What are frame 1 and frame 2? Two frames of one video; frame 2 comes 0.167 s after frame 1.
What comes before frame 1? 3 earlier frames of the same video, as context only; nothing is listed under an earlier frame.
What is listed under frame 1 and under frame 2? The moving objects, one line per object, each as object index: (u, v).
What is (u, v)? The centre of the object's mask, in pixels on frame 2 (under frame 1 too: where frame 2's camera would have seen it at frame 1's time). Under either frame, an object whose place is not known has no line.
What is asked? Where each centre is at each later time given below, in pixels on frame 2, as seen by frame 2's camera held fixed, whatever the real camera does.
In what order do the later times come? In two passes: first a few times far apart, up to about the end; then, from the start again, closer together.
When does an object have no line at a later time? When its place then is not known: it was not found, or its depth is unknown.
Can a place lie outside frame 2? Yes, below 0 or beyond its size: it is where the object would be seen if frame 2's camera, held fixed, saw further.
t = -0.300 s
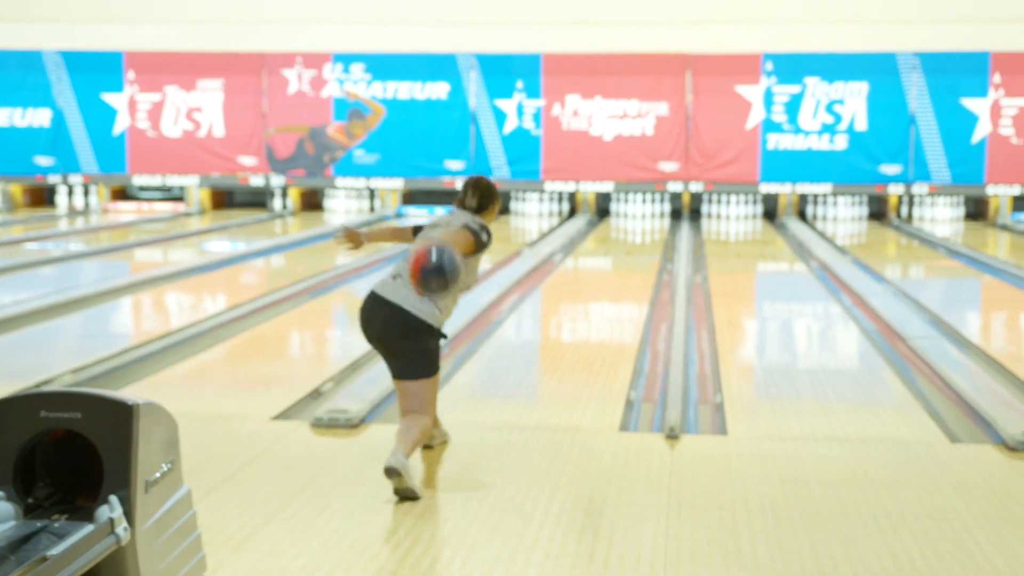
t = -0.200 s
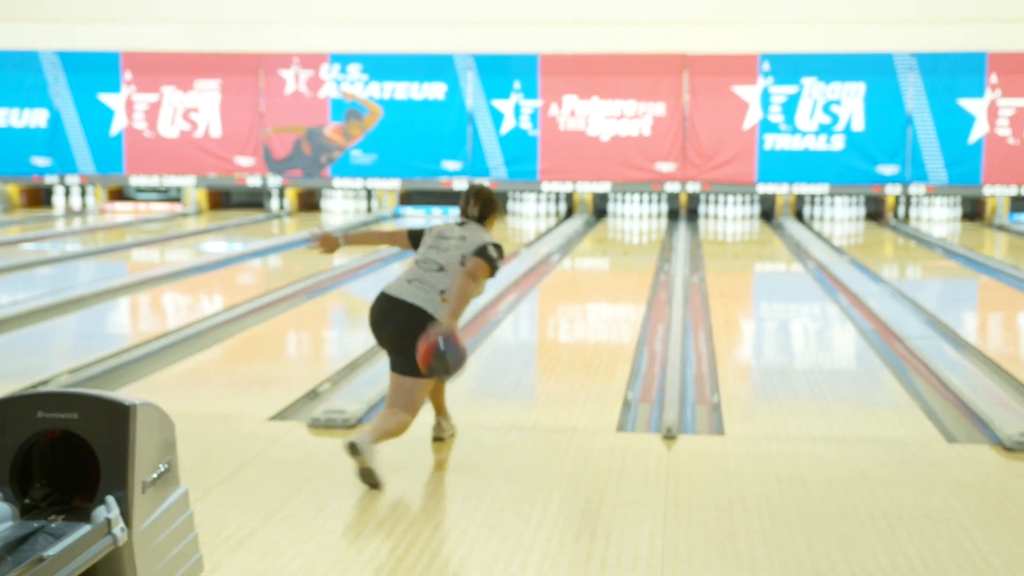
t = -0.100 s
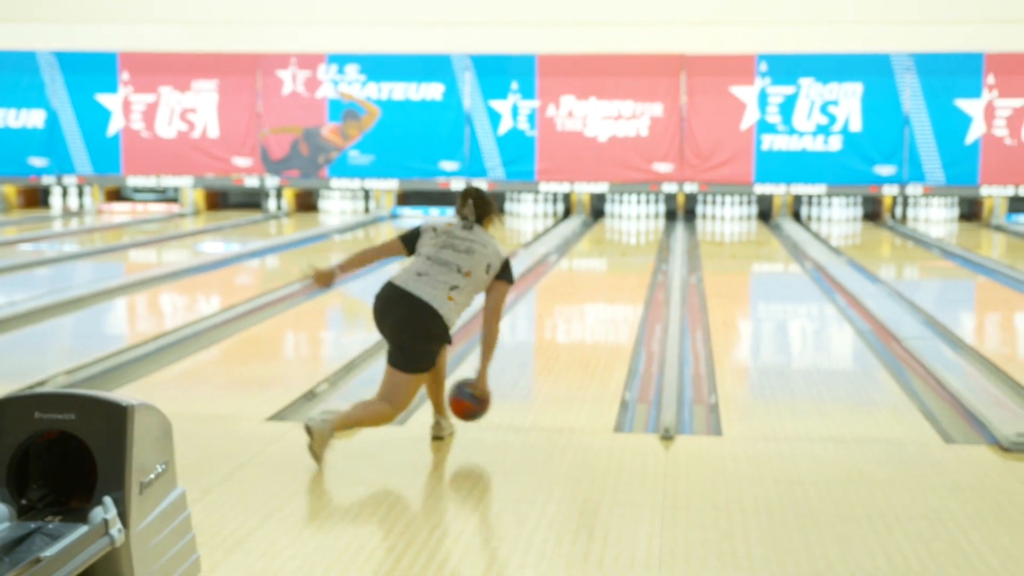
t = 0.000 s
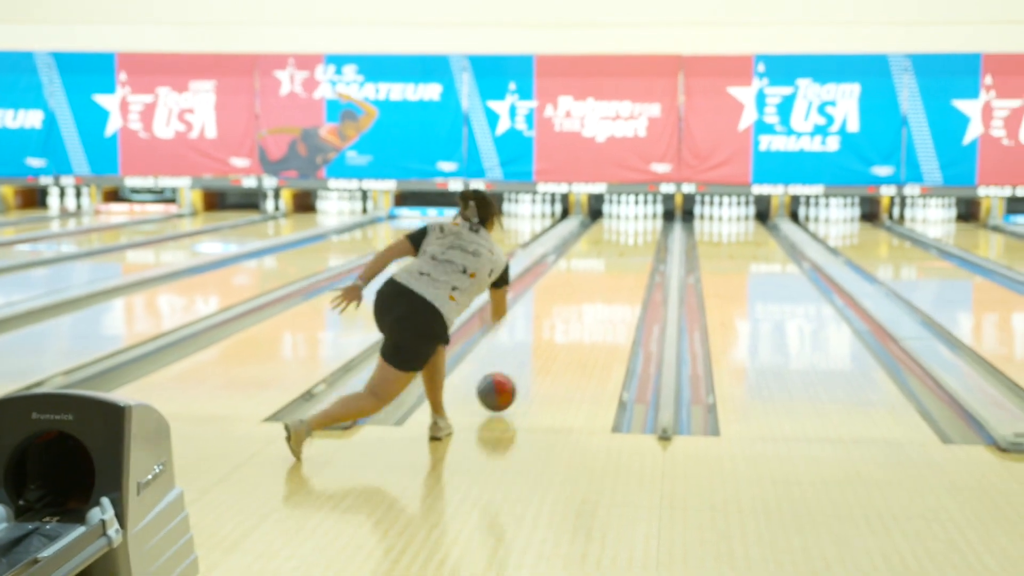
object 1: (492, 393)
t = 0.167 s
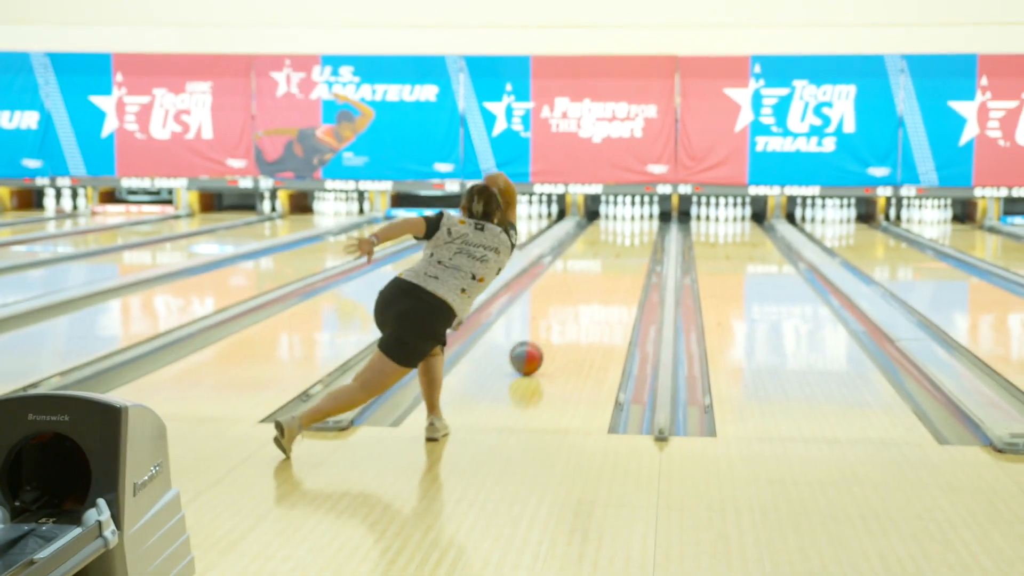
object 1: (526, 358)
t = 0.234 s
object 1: (537, 346)
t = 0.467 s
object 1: (566, 311)
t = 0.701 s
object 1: (587, 287)
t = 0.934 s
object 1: (602, 270)
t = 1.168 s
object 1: (614, 256)
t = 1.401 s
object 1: (622, 245)
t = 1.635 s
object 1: (629, 236)
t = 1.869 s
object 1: (633, 228)
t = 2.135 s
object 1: (634, 220)
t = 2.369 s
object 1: (631, 215)
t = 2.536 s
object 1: (628, 212)
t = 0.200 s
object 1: (532, 352)
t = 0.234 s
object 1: (537, 346)
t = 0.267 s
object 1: (542, 340)
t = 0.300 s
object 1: (546, 334)
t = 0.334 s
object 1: (551, 329)
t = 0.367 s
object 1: (555, 325)
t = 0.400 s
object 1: (559, 320)
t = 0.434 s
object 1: (563, 315)
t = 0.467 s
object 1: (566, 311)
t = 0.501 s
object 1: (569, 307)
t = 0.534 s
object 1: (573, 304)
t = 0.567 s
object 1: (576, 300)
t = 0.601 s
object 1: (579, 296)
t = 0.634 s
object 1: (582, 293)
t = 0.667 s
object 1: (584, 290)
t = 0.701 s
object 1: (587, 287)
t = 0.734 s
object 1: (589, 284)
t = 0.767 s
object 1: (592, 281)
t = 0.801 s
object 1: (594, 279)
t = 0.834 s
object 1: (596, 276)
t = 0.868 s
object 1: (598, 274)
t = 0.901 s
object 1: (600, 272)
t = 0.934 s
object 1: (602, 270)
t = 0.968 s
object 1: (604, 267)
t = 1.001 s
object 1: (605, 265)
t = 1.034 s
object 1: (608, 263)
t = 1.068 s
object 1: (609, 261)
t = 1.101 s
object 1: (611, 260)
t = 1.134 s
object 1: (612, 258)
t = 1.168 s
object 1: (614, 256)
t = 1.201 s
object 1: (615, 254)
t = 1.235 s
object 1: (616, 253)
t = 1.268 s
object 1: (618, 251)
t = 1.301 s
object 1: (619, 250)
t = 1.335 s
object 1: (620, 248)
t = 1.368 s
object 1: (621, 246)
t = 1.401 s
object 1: (622, 245)
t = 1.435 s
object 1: (624, 244)
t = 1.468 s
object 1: (624, 242)
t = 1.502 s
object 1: (625, 241)
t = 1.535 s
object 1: (626, 240)
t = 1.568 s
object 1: (627, 238)
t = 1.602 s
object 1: (628, 238)
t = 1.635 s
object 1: (629, 236)
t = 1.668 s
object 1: (629, 235)
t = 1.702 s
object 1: (630, 234)
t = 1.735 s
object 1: (631, 232)
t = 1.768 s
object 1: (631, 231)
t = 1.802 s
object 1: (632, 230)
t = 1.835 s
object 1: (632, 229)
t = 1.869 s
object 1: (633, 228)
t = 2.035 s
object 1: (634, 223)
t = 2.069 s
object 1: (634, 222)
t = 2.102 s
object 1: (634, 221)
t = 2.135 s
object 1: (634, 220)
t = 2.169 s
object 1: (634, 220)
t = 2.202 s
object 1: (634, 219)
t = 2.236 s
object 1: (633, 218)
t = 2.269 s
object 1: (632, 217)
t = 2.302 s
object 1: (632, 216)
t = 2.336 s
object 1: (632, 216)
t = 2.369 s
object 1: (631, 215)
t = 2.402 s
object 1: (630, 214)
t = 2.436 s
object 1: (631, 214)
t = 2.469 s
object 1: (630, 214)
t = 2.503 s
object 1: (631, 213)
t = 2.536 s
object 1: (628, 212)
